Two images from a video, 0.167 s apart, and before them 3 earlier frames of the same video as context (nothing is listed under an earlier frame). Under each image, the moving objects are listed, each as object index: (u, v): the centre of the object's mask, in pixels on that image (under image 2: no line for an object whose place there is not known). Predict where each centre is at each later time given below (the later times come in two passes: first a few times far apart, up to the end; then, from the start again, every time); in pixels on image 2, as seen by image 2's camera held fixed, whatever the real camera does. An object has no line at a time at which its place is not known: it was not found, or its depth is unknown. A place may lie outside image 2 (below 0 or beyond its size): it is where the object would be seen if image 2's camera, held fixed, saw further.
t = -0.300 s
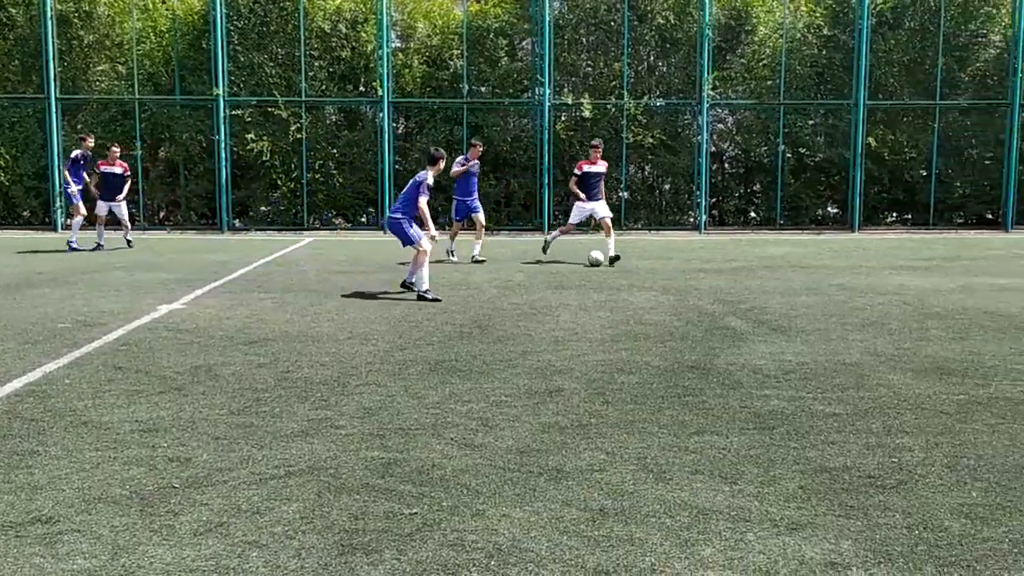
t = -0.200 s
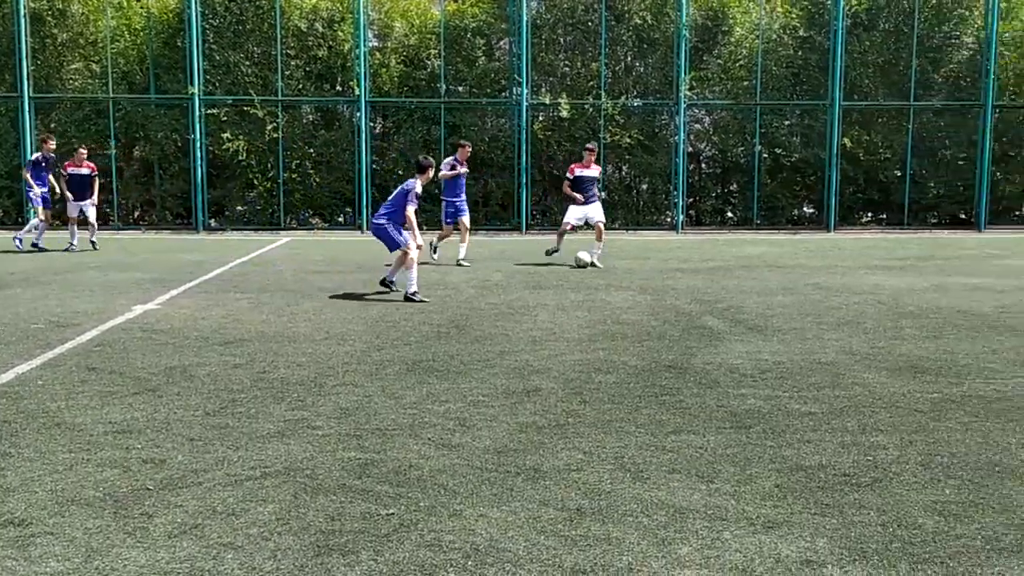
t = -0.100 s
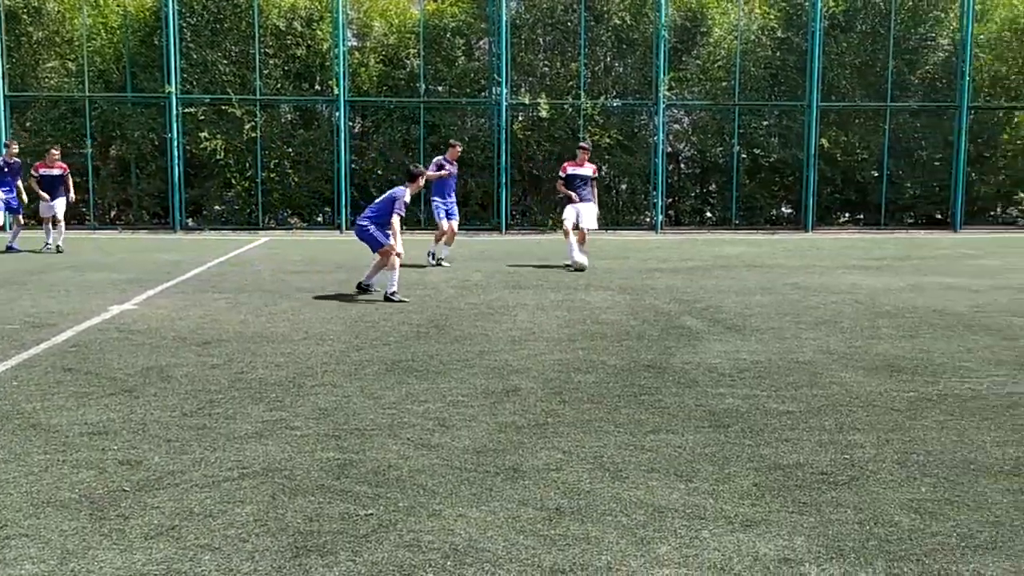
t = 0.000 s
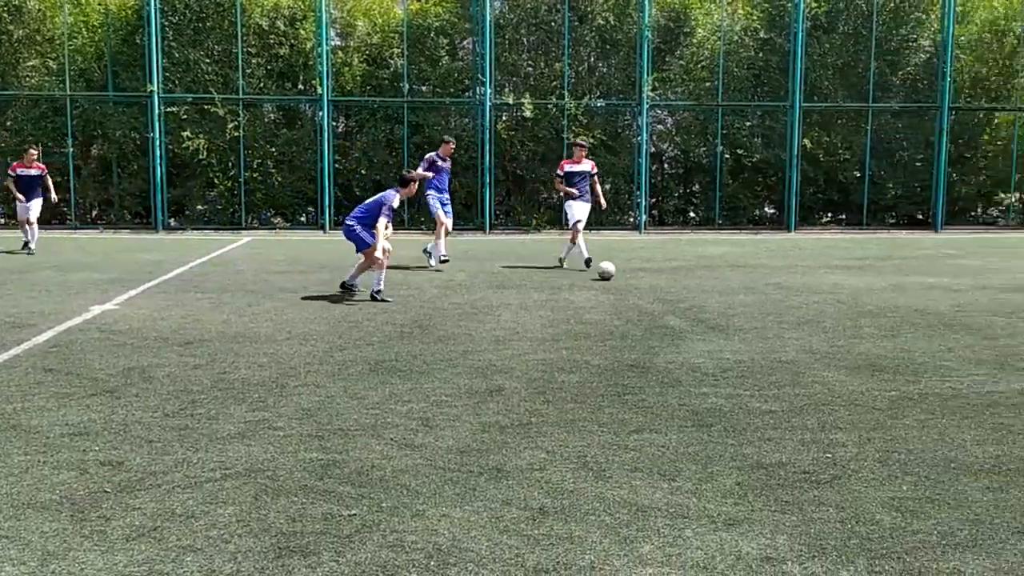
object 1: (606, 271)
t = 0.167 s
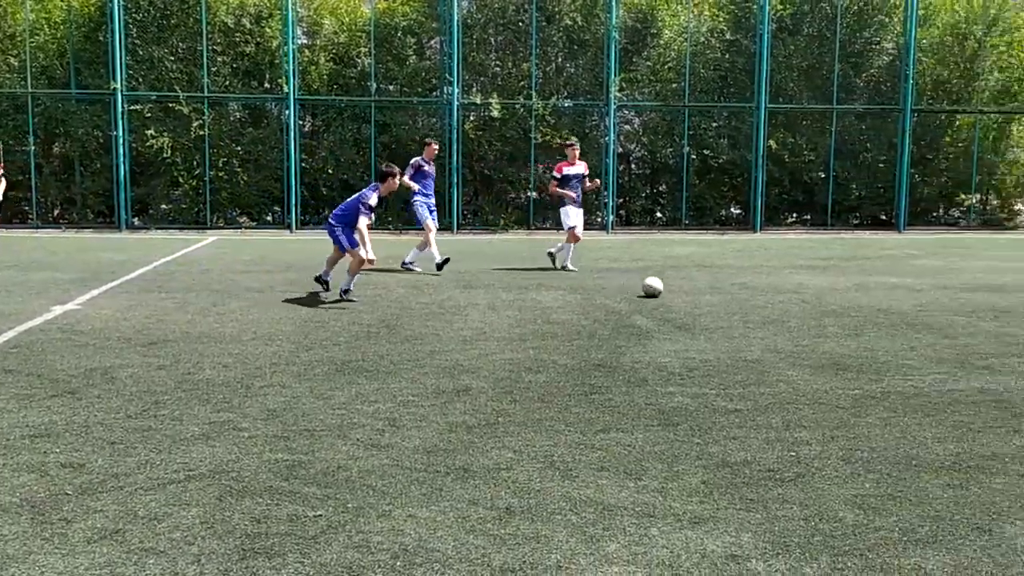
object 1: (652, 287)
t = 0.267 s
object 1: (704, 298)
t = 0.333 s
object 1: (741, 308)
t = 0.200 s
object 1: (669, 291)
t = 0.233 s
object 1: (687, 295)
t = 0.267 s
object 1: (704, 298)
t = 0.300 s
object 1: (722, 303)
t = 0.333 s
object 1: (741, 308)
